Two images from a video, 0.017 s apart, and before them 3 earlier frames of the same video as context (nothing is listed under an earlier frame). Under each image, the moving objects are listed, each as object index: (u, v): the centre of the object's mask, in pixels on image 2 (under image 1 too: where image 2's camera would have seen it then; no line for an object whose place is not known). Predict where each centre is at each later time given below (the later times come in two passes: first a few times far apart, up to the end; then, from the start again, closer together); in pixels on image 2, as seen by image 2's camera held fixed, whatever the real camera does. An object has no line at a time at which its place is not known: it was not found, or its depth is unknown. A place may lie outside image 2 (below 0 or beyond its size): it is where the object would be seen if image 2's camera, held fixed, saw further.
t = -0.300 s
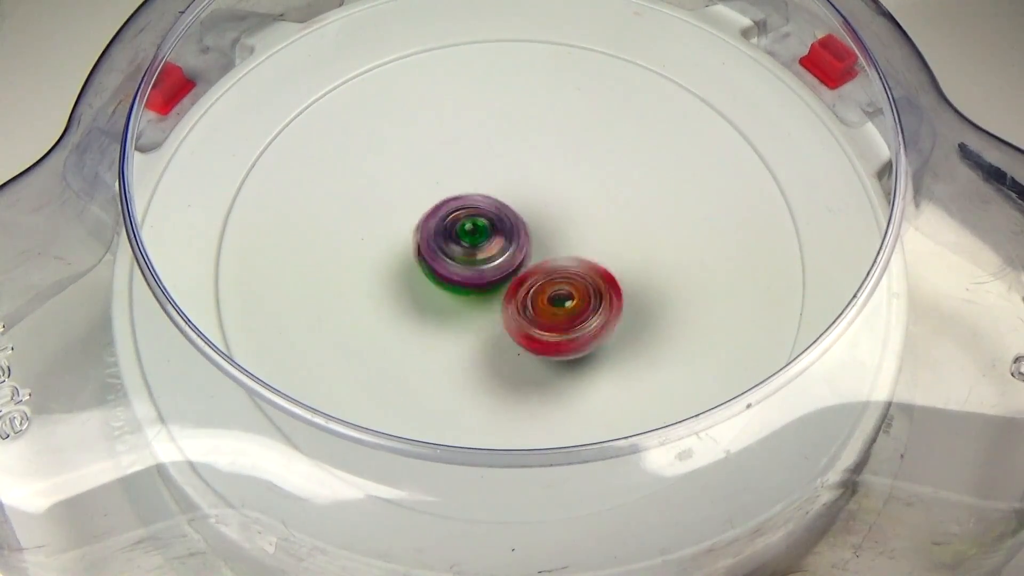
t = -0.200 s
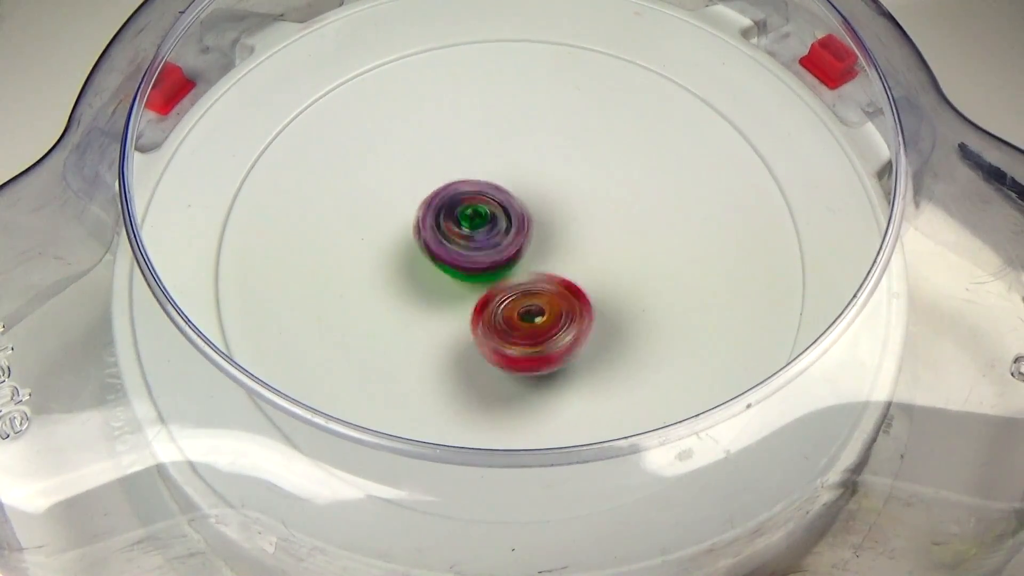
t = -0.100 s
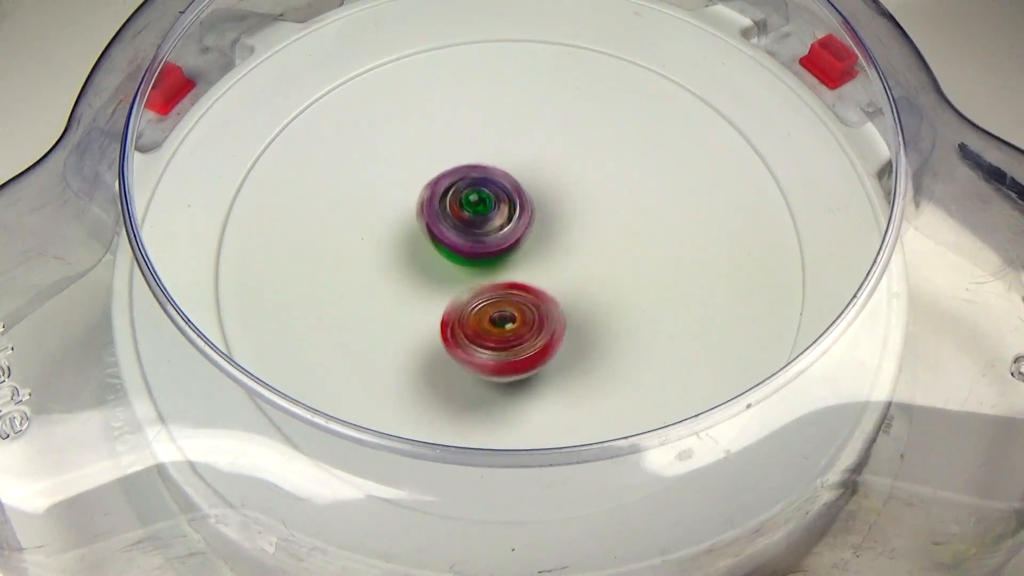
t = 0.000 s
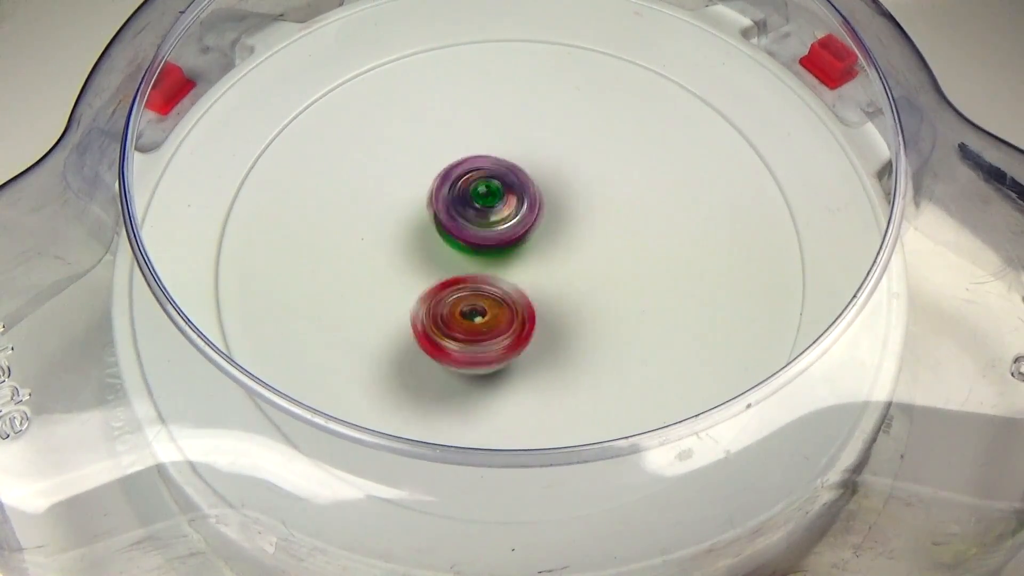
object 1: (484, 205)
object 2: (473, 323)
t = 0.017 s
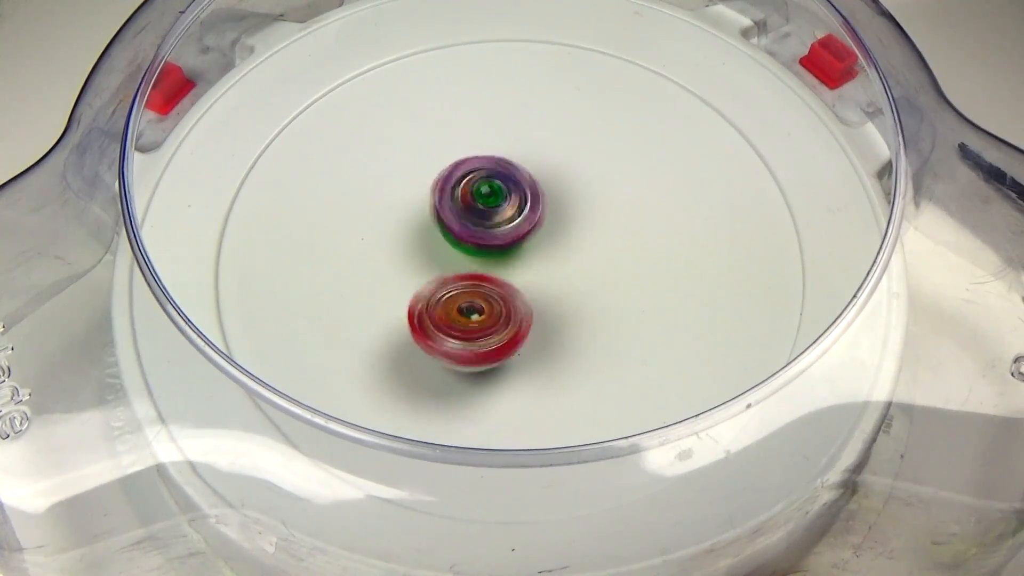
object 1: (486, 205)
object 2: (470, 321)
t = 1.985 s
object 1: (502, 184)
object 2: (437, 265)
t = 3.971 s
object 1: (599, 203)
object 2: (463, 256)
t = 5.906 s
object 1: (507, 305)
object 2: (524, 203)
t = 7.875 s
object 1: (456, 184)
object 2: (592, 315)
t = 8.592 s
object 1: (526, 231)
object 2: (455, 311)
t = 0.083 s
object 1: (497, 203)
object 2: (453, 308)
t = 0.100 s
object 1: (498, 203)
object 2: (450, 304)
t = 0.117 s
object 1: (501, 202)
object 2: (446, 300)
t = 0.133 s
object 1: (503, 203)
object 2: (443, 296)
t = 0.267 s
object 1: (522, 208)
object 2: (428, 259)
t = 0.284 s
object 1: (525, 209)
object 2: (427, 253)
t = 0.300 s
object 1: (532, 207)
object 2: (425, 249)
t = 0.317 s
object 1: (536, 207)
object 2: (421, 245)
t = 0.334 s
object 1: (541, 206)
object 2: (419, 241)
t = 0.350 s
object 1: (546, 206)
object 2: (419, 237)
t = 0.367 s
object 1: (548, 206)
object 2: (418, 233)
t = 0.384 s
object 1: (553, 208)
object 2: (420, 229)
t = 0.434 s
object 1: (561, 210)
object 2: (423, 217)
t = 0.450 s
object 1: (563, 211)
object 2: (425, 213)
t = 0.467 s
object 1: (565, 213)
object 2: (429, 210)
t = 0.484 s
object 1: (566, 213)
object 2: (431, 205)
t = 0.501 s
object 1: (568, 216)
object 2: (435, 202)
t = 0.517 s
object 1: (569, 218)
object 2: (438, 199)
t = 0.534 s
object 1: (572, 220)
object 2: (442, 195)
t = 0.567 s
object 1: (573, 224)
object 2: (449, 189)
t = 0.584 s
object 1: (574, 226)
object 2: (454, 186)
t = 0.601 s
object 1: (573, 228)
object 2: (459, 184)
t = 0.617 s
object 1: (574, 230)
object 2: (464, 181)
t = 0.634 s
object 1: (573, 234)
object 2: (469, 179)
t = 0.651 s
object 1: (575, 236)
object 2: (473, 177)
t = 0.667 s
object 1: (574, 239)
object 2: (479, 175)
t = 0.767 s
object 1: (571, 256)
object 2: (509, 167)
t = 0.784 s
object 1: (571, 259)
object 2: (514, 167)
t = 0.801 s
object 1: (569, 261)
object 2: (519, 167)
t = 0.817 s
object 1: (567, 263)
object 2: (524, 167)
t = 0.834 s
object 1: (565, 266)
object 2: (529, 167)
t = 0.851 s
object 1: (565, 269)
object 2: (534, 167)
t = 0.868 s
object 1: (563, 271)
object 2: (540, 168)
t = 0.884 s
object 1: (561, 273)
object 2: (544, 170)
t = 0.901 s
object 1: (558, 275)
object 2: (549, 171)
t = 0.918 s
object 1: (554, 277)
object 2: (553, 173)
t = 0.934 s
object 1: (551, 279)
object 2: (558, 174)
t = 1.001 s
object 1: (537, 285)
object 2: (575, 185)
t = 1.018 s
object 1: (534, 286)
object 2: (579, 188)
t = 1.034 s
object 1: (528, 288)
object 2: (582, 192)
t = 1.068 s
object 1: (521, 291)
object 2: (587, 198)
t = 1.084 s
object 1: (518, 292)
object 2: (590, 202)
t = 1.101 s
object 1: (515, 292)
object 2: (592, 207)
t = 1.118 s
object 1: (510, 293)
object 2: (594, 210)
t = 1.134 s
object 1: (506, 293)
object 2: (595, 215)
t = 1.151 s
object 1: (502, 293)
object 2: (596, 218)
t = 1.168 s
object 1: (499, 292)
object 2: (598, 223)
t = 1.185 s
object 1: (497, 291)
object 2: (599, 228)
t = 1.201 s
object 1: (492, 291)
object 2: (599, 232)
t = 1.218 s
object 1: (488, 289)
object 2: (598, 237)
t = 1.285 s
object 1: (474, 285)
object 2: (597, 255)
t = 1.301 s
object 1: (470, 283)
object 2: (597, 259)
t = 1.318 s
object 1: (467, 282)
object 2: (594, 263)
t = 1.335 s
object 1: (462, 280)
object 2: (593, 267)
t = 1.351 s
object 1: (461, 279)
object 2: (591, 271)
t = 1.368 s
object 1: (459, 276)
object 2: (589, 275)
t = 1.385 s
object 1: (457, 274)
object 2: (586, 279)
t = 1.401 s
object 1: (454, 272)
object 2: (582, 282)
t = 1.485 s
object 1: (446, 257)
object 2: (561, 297)
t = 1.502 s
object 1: (444, 254)
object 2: (557, 299)
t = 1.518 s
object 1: (444, 252)
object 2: (551, 301)
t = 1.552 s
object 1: (444, 246)
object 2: (541, 304)
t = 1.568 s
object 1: (443, 243)
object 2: (535, 305)
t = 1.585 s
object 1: (442, 239)
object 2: (530, 307)
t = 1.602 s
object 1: (443, 235)
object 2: (525, 308)
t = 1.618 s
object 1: (443, 232)
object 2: (521, 310)
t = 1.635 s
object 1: (444, 228)
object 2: (515, 310)
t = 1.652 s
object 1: (444, 224)
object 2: (510, 310)
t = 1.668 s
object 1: (444, 221)
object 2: (506, 309)
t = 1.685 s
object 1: (446, 219)
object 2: (501, 309)
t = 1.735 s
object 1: (451, 210)
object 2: (485, 304)
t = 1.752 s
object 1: (453, 208)
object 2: (481, 303)
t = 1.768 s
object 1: (455, 206)
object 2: (477, 301)
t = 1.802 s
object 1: (461, 201)
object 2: (469, 296)
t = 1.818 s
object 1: (464, 199)
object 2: (465, 293)
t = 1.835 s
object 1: (467, 196)
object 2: (460, 290)
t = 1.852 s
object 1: (470, 194)
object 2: (457, 288)
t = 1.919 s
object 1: (485, 188)
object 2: (447, 276)
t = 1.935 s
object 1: (489, 187)
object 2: (443, 274)
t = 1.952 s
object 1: (494, 185)
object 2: (442, 271)
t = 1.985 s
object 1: (502, 184)
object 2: (437, 265)
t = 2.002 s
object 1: (506, 183)
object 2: (437, 262)
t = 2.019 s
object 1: (511, 182)
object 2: (434, 258)
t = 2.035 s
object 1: (514, 181)
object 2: (434, 255)
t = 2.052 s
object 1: (518, 181)
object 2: (434, 252)
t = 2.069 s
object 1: (521, 183)
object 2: (433, 248)
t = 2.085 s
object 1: (525, 185)
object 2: (435, 245)
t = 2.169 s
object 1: (543, 189)
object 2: (439, 227)
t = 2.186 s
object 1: (547, 191)
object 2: (441, 224)
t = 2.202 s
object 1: (550, 193)
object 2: (440, 220)
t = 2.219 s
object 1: (555, 195)
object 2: (442, 218)
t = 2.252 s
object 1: (562, 201)
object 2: (445, 212)
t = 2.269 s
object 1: (567, 203)
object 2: (448, 211)
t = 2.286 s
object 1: (568, 207)
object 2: (450, 208)
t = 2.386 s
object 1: (581, 228)
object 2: (468, 195)
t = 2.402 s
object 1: (583, 231)
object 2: (471, 194)
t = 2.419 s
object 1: (583, 235)
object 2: (475, 192)
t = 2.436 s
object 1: (583, 238)
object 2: (479, 191)
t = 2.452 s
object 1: (585, 244)
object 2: (483, 191)
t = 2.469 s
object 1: (585, 247)
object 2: (486, 190)
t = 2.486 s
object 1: (586, 250)
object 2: (490, 189)
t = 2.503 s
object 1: (584, 254)
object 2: (494, 190)
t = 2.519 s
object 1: (583, 258)
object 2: (498, 189)
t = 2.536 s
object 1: (584, 264)
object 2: (501, 186)
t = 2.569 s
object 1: (584, 272)
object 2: (505, 185)
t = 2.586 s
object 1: (582, 278)
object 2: (508, 183)
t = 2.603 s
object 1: (583, 282)
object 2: (510, 184)
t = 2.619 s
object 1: (580, 286)
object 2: (511, 183)
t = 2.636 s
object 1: (576, 289)
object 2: (515, 183)
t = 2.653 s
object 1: (574, 293)
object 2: (518, 185)
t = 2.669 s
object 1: (571, 296)
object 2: (519, 185)
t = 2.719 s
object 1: (559, 305)
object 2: (528, 189)
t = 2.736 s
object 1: (558, 306)
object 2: (532, 191)
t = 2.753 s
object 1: (554, 308)
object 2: (533, 193)
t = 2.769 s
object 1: (548, 310)
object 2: (535, 194)
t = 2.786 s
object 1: (544, 311)
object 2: (539, 197)
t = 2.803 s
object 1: (540, 312)
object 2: (540, 199)
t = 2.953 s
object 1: (493, 313)
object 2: (556, 217)
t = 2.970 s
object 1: (488, 312)
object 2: (557, 219)
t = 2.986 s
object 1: (483, 311)
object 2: (557, 221)
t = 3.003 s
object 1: (479, 308)
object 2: (558, 222)
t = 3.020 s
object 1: (476, 306)
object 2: (559, 225)
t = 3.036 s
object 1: (469, 303)
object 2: (557, 227)
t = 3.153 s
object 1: (444, 279)
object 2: (560, 240)
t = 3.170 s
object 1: (441, 276)
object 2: (560, 241)
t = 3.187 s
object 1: (440, 272)
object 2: (559, 242)
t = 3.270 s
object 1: (433, 249)
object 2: (555, 250)
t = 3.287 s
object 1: (432, 245)
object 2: (555, 251)
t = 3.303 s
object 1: (432, 241)
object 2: (555, 253)
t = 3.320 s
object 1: (432, 235)
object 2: (553, 254)
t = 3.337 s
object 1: (432, 231)
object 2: (553, 254)
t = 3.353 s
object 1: (434, 228)
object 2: (552, 256)
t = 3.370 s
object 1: (436, 223)
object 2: (550, 257)
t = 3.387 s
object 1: (438, 218)
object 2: (548, 258)
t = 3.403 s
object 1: (440, 215)
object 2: (547, 259)
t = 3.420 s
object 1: (443, 211)
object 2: (544, 260)
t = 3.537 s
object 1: (470, 188)
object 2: (529, 264)
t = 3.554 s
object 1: (473, 184)
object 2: (527, 266)
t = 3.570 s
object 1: (478, 182)
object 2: (525, 267)
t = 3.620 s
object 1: (492, 176)
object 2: (519, 271)
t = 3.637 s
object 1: (496, 175)
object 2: (519, 271)
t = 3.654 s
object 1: (502, 173)
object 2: (518, 272)
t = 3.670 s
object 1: (507, 173)
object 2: (516, 273)
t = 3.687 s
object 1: (511, 173)
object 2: (514, 273)
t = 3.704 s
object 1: (517, 172)
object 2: (512, 272)
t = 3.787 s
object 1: (541, 176)
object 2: (503, 268)
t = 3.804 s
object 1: (547, 178)
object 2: (501, 267)
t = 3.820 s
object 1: (551, 180)
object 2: (499, 266)
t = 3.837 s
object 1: (555, 182)
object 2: (497, 264)
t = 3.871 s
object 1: (564, 188)
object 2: (494, 260)
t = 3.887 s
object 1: (567, 190)
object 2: (493, 259)
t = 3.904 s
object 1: (573, 192)
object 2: (489, 258)
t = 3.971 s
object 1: (599, 203)
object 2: (463, 256)
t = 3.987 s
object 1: (604, 205)
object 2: (458, 256)
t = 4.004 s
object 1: (608, 209)
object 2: (455, 255)
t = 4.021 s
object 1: (610, 213)
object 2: (452, 254)
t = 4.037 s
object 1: (614, 216)
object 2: (449, 252)
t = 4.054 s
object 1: (614, 220)
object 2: (447, 251)
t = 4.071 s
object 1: (615, 225)
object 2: (445, 249)
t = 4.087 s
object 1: (617, 229)
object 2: (442, 247)
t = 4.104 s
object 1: (616, 233)
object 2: (442, 245)
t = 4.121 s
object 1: (616, 239)
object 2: (442, 243)
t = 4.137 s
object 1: (616, 243)
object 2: (441, 241)
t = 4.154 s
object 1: (614, 247)
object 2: (441, 238)
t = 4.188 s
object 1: (610, 257)
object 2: (442, 234)
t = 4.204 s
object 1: (607, 261)
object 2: (442, 231)
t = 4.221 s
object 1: (602, 266)
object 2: (443, 229)
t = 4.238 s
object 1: (601, 270)
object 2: (444, 227)
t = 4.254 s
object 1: (596, 273)
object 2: (446, 225)
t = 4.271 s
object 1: (591, 278)
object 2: (448, 223)
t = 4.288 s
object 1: (588, 281)
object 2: (451, 222)
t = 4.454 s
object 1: (526, 303)
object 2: (483, 207)
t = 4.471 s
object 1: (518, 305)
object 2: (485, 203)
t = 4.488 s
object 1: (513, 306)
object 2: (490, 201)
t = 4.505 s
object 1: (506, 305)
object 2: (493, 201)
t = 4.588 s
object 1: (475, 296)
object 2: (511, 198)
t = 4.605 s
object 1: (469, 293)
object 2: (515, 198)
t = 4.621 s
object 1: (464, 290)
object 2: (518, 199)
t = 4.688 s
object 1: (445, 275)
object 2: (533, 204)
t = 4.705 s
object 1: (442, 271)
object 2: (536, 206)
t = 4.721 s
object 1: (440, 267)
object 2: (537, 209)
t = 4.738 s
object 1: (436, 262)
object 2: (541, 211)
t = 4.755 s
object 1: (435, 257)
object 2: (545, 213)
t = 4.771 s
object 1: (434, 252)
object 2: (546, 216)
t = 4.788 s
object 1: (432, 247)
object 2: (548, 218)
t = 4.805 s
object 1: (433, 243)
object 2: (550, 221)
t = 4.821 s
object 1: (433, 238)
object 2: (551, 224)
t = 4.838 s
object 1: (432, 233)
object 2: (552, 227)
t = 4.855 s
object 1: (436, 229)
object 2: (554, 230)
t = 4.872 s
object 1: (437, 223)
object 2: (555, 234)
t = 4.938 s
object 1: (445, 208)
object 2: (552, 247)
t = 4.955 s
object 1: (450, 203)
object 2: (551, 251)
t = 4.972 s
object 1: (454, 200)
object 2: (550, 253)
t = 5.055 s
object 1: (475, 186)
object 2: (537, 266)
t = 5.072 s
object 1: (481, 185)
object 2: (533, 268)
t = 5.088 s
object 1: (485, 183)
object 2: (532, 271)
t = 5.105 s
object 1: (490, 181)
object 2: (527, 272)
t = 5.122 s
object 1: (497, 181)
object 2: (523, 273)
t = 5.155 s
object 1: (506, 179)
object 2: (515, 274)
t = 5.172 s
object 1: (513, 179)
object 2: (511, 275)
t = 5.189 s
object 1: (517, 180)
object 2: (507, 275)
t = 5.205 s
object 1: (521, 180)
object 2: (504, 274)
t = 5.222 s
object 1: (527, 181)
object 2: (500, 274)
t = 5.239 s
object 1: (533, 183)
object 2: (496, 273)
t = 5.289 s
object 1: (547, 189)
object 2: (486, 269)
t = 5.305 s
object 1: (551, 193)
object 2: (482, 267)
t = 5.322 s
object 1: (555, 195)
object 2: (480, 264)
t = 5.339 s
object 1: (560, 198)
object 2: (478, 262)
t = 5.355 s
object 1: (563, 202)
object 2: (475, 259)
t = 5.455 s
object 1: (584, 226)
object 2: (461, 242)
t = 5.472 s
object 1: (586, 230)
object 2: (459, 240)
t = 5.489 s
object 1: (590, 236)
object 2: (459, 237)
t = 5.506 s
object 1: (591, 239)
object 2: (459, 235)
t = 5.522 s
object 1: (591, 245)
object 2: (458, 232)
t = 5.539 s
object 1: (593, 249)
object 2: (458, 229)
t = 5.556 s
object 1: (593, 253)
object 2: (460, 226)
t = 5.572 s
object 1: (591, 260)
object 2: (461, 225)
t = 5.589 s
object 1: (592, 263)
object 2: (462, 222)
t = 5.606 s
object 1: (590, 268)
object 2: (466, 218)
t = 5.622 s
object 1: (589, 272)
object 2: (468, 216)
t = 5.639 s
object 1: (586, 277)
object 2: (470, 214)
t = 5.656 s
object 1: (583, 280)
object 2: (472, 212)
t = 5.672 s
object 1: (581, 284)
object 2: (476, 210)
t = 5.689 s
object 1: (576, 287)
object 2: (479, 209)
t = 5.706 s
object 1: (573, 290)
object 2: (482, 207)
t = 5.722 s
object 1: (569, 294)
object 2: (484, 205)
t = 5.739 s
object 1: (563, 297)
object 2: (488, 205)
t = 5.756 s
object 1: (559, 298)
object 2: (492, 205)
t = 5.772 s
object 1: (553, 300)
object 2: (496, 204)
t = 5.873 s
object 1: (518, 305)
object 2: (519, 203)
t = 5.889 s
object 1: (514, 306)
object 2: (521, 203)
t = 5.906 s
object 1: (507, 305)
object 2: (524, 203)
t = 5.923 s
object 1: (502, 304)
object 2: (528, 203)
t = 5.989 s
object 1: (478, 297)
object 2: (541, 206)
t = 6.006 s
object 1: (473, 295)
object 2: (545, 206)
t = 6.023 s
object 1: (468, 292)
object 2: (548, 206)
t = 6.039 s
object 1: (464, 288)
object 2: (549, 207)
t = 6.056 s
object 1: (461, 285)
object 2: (552, 208)
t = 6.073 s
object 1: (456, 280)
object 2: (555, 210)
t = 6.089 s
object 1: (454, 277)
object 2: (557, 212)
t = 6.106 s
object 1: (451, 272)
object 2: (558, 215)
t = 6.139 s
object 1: (447, 262)
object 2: (560, 220)
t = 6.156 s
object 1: (445, 257)
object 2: (562, 222)
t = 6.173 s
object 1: (444, 254)
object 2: (561, 224)
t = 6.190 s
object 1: (443, 248)
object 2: (562, 227)
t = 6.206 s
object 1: (444, 244)
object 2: (562, 231)
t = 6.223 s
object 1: (445, 239)
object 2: (562, 234)
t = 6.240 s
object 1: (444, 233)
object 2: (560, 236)
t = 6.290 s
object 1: (448, 220)
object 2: (559, 246)
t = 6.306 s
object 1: (450, 215)
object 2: (559, 250)
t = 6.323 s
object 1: (452, 212)
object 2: (558, 253)
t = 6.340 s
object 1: (454, 208)
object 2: (558, 258)
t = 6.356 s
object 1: (457, 203)
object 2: (557, 260)
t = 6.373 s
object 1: (462, 202)
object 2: (555, 261)
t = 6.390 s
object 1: (465, 198)
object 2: (554, 264)
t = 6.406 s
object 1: (468, 195)
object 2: (552, 266)
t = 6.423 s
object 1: (474, 193)
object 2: (550, 268)
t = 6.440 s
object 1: (478, 191)
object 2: (545, 270)
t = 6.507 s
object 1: (496, 185)
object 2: (531, 274)
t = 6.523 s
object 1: (502, 183)
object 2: (526, 275)
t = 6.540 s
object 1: (508, 184)
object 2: (524, 276)
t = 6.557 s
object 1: (513, 184)
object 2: (519, 277)
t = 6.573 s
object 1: (517, 184)
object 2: (515, 277)
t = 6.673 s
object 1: (548, 192)
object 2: (489, 275)
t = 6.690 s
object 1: (552, 193)
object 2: (484, 275)
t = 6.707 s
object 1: (557, 196)
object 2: (479, 275)
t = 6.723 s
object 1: (561, 198)
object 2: (476, 274)
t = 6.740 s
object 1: (564, 203)
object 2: (472, 272)
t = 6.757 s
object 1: (568, 205)
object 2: (469, 270)
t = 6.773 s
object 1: (571, 209)
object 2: (467, 268)
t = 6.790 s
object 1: (573, 214)
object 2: (465, 266)
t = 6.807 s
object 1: (574, 217)
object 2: (463, 262)
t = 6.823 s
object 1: (577, 221)
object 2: (462, 260)
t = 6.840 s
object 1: (578, 224)
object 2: (461, 257)
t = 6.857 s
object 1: (578, 231)
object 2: (461, 254)
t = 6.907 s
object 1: (579, 244)
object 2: (462, 245)
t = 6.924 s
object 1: (578, 248)
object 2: (463, 241)
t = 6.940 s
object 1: (582, 255)
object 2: (457, 234)
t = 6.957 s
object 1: (585, 262)
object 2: (454, 229)
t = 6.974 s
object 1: (586, 269)
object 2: (450, 223)
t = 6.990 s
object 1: (588, 274)
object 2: (447, 218)
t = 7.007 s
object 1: (587, 279)
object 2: (445, 211)
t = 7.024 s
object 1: (587, 284)
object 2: (446, 208)
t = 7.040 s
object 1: (582, 288)
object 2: (446, 205)
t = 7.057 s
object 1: (580, 291)
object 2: (446, 200)
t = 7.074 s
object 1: (575, 294)
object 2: (448, 199)
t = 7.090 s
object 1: (572, 296)
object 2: (450, 195)
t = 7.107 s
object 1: (566, 299)
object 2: (453, 193)
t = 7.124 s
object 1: (562, 300)
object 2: (456, 192)
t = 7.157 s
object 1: (552, 303)
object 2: (462, 191)
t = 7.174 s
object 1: (545, 304)
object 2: (466, 189)
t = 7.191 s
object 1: (540, 304)
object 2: (468, 189)
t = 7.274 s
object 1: (512, 298)
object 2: (491, 194)
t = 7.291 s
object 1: (505, 296)
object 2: (496, 197)
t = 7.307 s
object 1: (498, 296)
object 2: (502, 195)
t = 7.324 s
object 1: (485, 304)
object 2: (520, 189)
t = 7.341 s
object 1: (473, 305)
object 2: (533, 189)
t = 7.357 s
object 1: (459, 307)
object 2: (541, 185)
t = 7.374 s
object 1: (447, 313)
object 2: (550, 179)
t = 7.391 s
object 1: (437, 312)
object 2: (561, 171)
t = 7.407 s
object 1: (425, 311)
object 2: (573, 167)
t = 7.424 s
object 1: (417, 312)
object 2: (582, 166)
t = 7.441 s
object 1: (409, 311)
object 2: (590, 166)
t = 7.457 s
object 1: (403, 307)
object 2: (597, 166)
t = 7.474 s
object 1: (397, 305)
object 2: (604, 164)
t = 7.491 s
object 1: (393, 302)
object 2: (611, 166)
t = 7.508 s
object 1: (391, 299)
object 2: (615, 169)
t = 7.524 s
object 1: (388, 294)
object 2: (618, 173)
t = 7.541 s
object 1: (391, 290)
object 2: (618, 177)
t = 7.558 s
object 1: (393, 287)
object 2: (621, 180)
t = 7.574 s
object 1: (396, 283)
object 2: (621, 186)
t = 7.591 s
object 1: (399, 280)
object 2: (619, 191)
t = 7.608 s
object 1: (402, 275)
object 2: (619, 196)
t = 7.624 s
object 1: (408, 272)
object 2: (616, 202)
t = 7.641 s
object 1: (413, 268)
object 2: (615, 207)
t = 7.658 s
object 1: (419, 265)
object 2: (610, 214)
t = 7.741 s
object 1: (455, 246)
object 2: (579, 242)
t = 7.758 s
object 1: (461, 242)
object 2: (573, 246)
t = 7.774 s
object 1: (460, 234)
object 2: (580, 253)
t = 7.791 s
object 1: (457, 225)
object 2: (583, 265)
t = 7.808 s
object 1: (455, 213)
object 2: (585, 277)
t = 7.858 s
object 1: (456, 192)
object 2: (590, 307)
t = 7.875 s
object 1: (456, 184)
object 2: (592, 315)
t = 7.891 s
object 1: (459, 178)
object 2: (591, 323)
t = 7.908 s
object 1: (463, 175)
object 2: (592, 329)
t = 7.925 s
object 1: (467, 173)
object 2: (591, 332)
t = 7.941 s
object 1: (470, 172)
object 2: (593, 334)
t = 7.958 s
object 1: (474, 172)
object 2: (593, 338)
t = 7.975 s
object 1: (477, 172)
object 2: (588, 343)
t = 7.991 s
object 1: (480, 174)
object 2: (580, 347)
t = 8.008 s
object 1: (484, 175)
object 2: (571, 348)
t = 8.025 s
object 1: (488, 178)
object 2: (562, 345)
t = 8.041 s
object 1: (492, 181)
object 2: (558, 342)
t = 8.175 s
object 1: (519, 221)
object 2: (527, 320)
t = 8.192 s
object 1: (521, 224)
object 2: (521, 318)
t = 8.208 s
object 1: (526, 224)
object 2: (512, 320)
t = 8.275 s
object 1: (536, 227)
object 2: (482, 317)
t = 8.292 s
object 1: (537, 228)
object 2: (474, 317)
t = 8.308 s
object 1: (537, 229)
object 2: (468, 317)
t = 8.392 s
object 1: (542, 231)
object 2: (453, 317)
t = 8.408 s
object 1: (543, 231)
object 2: (452, 317)
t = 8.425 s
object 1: (542, 233)
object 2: (452, 316)
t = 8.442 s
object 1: (540, 233)
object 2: (452, 316)
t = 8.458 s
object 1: (539, 234)
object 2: (452, 316)
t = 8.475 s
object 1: (538, 235)
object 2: (453, 316)
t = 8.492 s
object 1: (535, 235)
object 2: (453, 315)
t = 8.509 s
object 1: (533, 234)
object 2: (454, 315)
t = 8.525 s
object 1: (531, 234)
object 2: (455, 314)
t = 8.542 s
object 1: (529, 234)
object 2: (456, 313)
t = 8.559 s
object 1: (527, 233)
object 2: (455, 313)
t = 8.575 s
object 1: (527, 232)
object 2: (455, 312)
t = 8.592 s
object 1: (526, 231)
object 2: (455, 311)
